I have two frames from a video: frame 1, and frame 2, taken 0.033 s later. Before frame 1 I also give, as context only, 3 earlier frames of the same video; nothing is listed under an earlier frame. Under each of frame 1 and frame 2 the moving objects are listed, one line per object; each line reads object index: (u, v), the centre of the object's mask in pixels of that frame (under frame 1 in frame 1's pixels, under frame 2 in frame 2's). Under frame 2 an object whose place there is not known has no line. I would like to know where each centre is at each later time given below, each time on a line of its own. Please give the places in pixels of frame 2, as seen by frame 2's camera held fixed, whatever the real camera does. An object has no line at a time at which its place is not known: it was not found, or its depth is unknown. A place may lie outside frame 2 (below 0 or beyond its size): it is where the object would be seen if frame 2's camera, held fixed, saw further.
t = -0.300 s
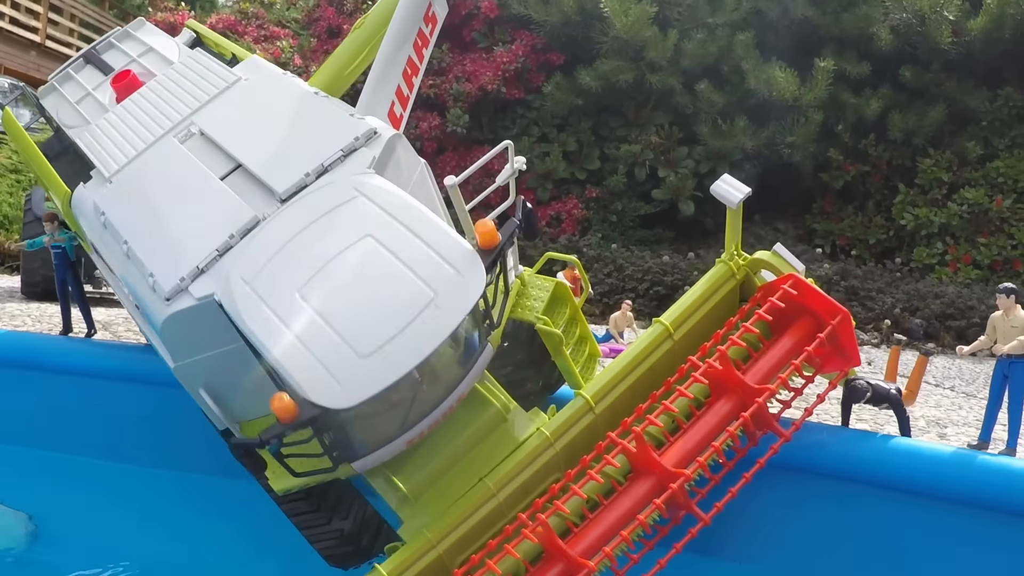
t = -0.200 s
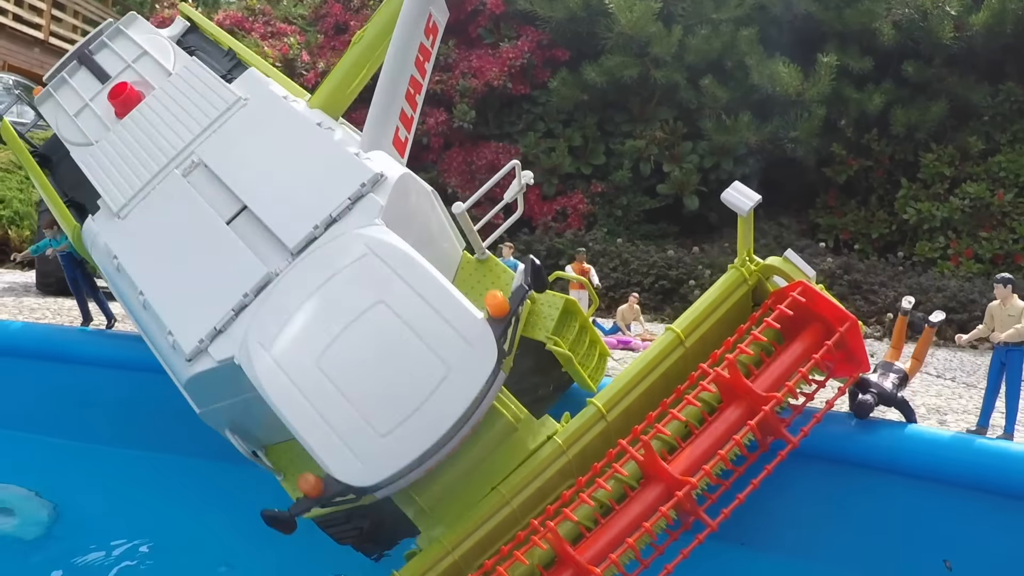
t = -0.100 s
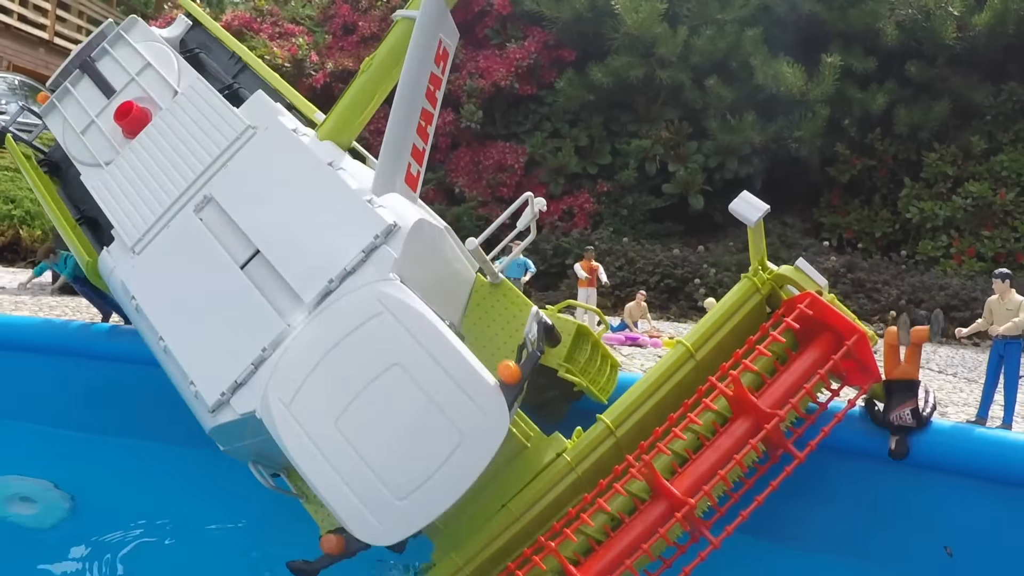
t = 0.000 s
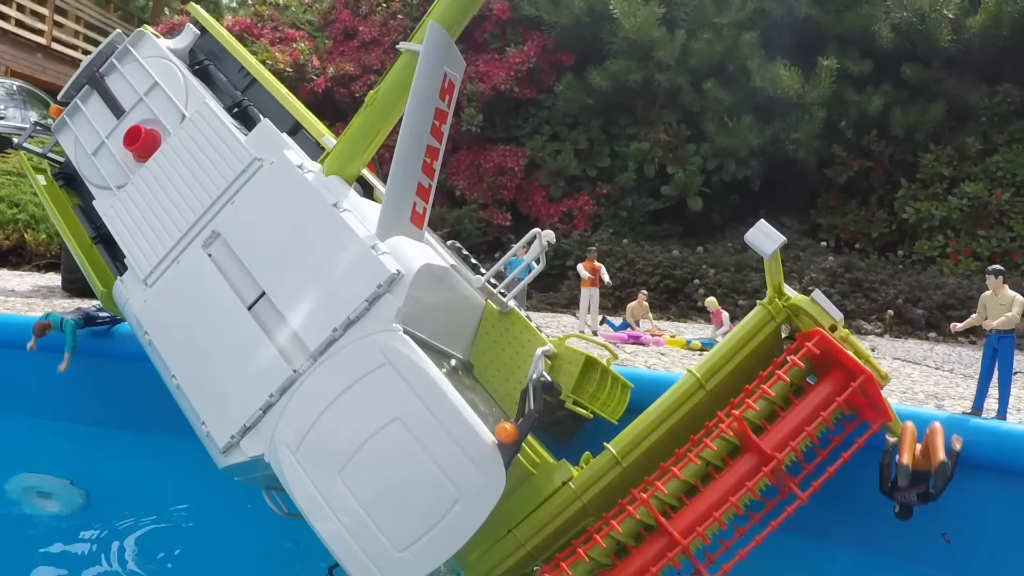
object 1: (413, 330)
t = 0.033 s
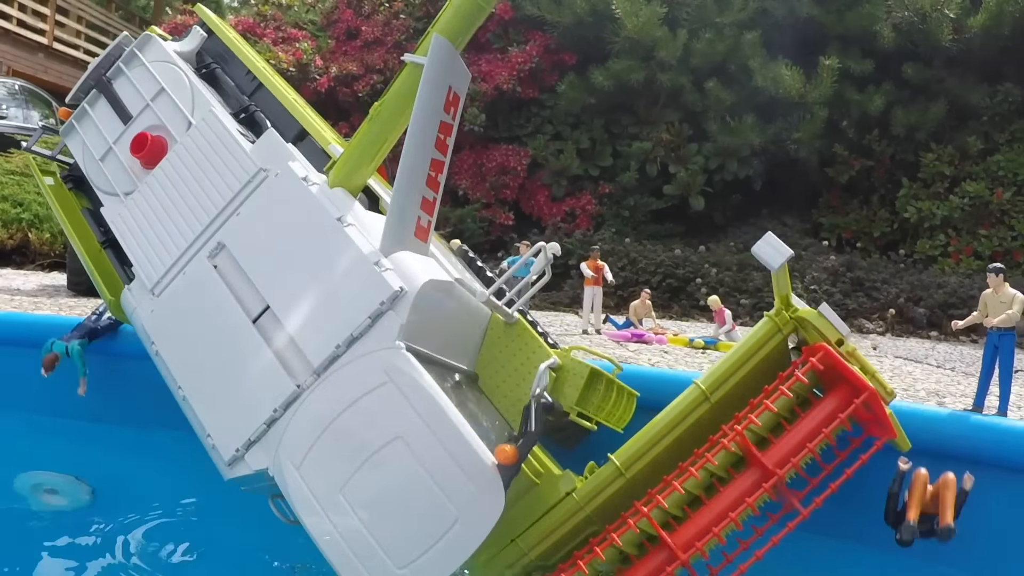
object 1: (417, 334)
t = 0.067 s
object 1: (410, 333)
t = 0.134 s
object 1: (402, 339)
